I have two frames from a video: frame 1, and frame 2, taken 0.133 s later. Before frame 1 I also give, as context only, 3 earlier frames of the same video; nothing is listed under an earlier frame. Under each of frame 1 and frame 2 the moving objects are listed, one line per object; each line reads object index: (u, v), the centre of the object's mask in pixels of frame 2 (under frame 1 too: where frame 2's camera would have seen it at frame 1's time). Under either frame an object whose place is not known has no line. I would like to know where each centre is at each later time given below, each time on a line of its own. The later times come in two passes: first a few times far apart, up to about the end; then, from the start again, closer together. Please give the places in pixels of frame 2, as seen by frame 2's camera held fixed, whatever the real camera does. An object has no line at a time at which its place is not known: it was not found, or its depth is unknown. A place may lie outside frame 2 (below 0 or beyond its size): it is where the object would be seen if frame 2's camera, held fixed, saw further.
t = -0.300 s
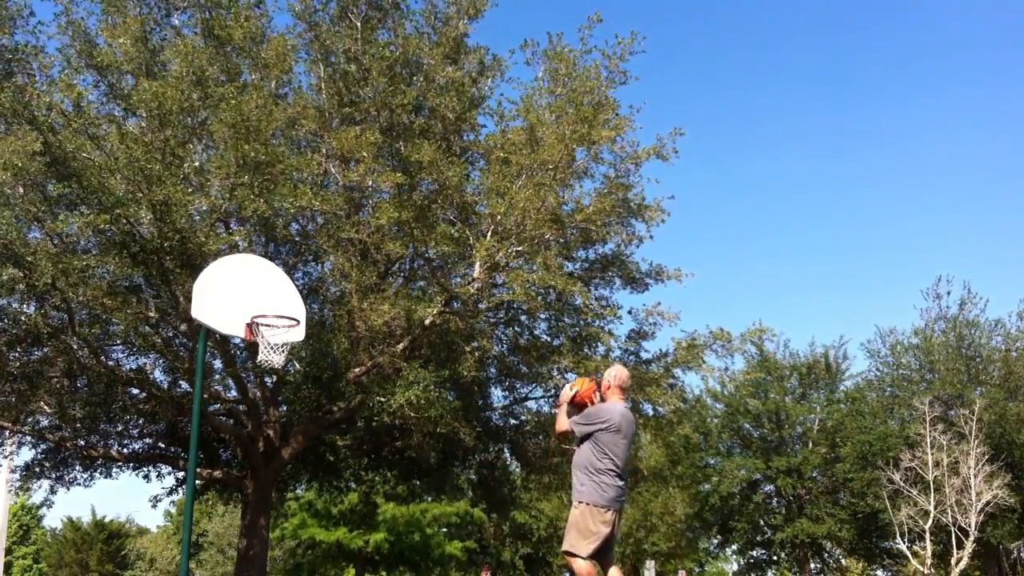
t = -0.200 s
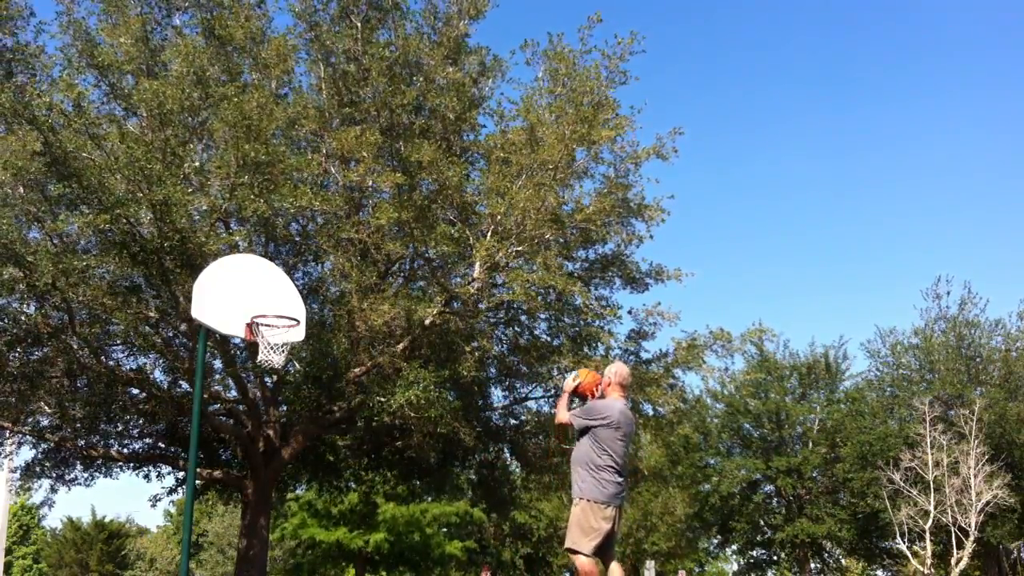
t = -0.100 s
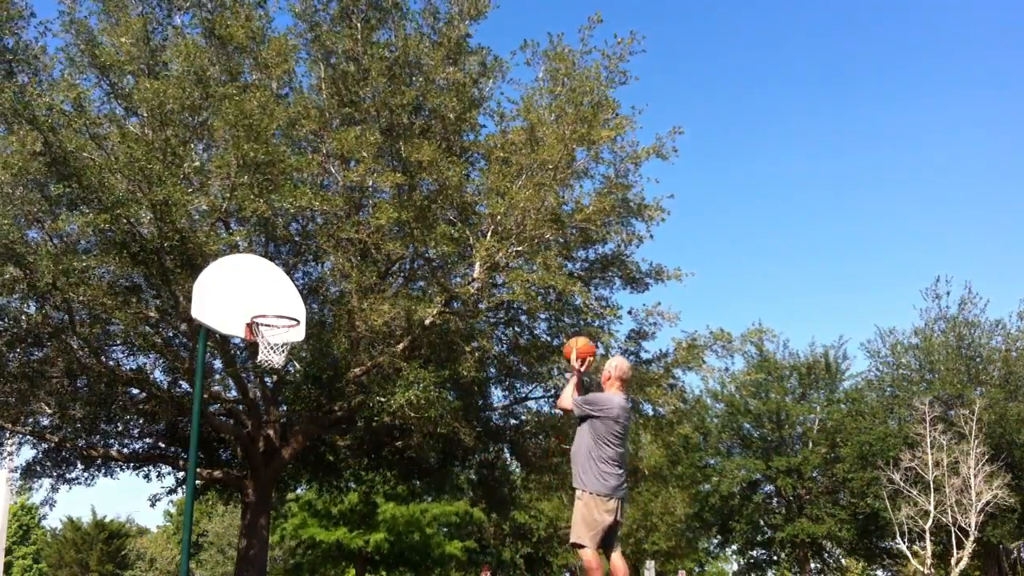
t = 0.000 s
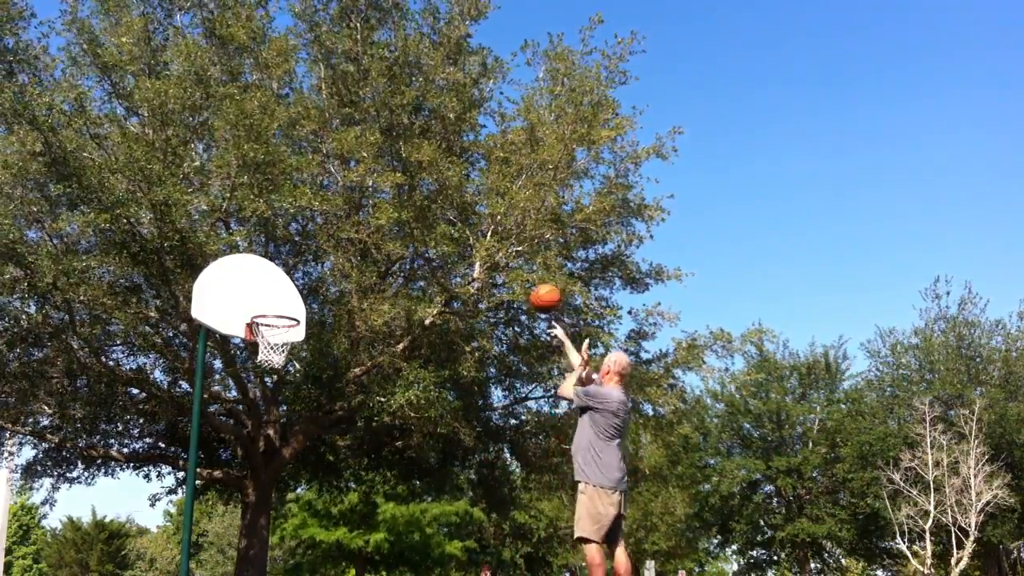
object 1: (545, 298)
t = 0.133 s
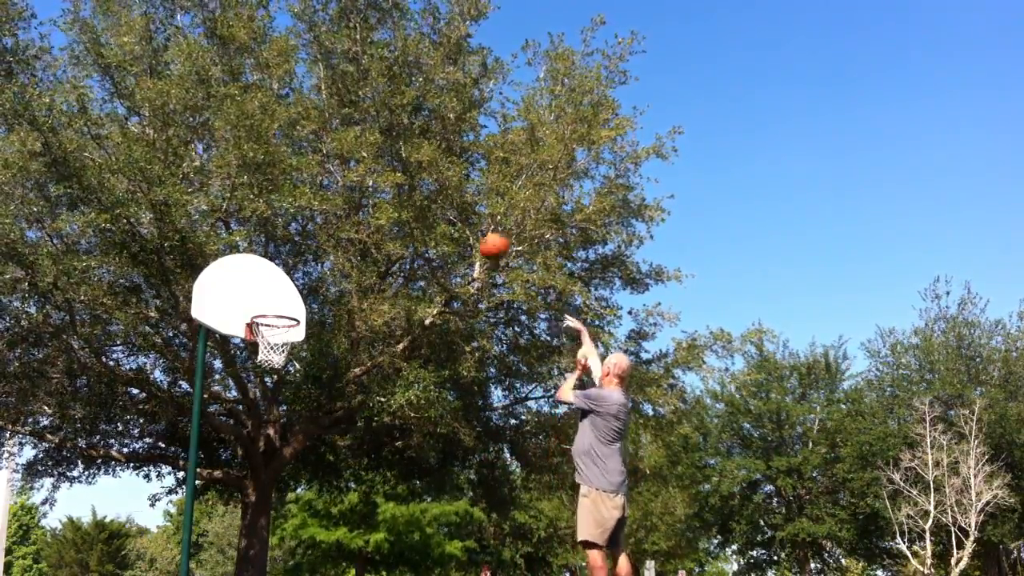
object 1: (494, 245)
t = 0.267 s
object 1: (449, 217)
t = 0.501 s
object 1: (379, 214)
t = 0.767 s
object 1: (307, 271)
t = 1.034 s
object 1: (268, 346)
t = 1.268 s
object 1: (276, 358)
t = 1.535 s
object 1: (277, 440)
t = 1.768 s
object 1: (277, 572)
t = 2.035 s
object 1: (284, 531)
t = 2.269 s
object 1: (292, 483)
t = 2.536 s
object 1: (297, 495)
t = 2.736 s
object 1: (299, 555)
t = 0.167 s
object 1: (483, 238)
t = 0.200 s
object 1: (472, 230)
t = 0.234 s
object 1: (460, 222)
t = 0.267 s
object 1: (449, 217)
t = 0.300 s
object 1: (439, 214)
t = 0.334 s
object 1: (428, 211)
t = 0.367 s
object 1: (418, 209)
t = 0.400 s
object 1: (408, 209)
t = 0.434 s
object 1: (398, 210)
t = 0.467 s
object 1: (388, 211)
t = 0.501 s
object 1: (379, 214)
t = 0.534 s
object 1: (370, 217)
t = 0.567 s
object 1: (360, 222)
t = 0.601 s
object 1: (351, 228)
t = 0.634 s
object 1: (342, 234)
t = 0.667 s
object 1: (335, 242)
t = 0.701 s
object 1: (325, 251)
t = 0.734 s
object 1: (316, 261)
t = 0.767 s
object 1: (307, 271)
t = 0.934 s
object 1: (271, 329)
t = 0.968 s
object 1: (268, 338)
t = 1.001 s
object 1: (266, 343)
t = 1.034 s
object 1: (268, 346)
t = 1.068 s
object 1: (270, 352)
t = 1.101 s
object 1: (271, 350)
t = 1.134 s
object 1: (273, 350)
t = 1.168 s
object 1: (274, 350)
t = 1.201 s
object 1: (275, 351)
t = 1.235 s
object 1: (276, 354)
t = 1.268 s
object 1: (276, 358)
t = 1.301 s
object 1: (277, 366)
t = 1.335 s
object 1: (277, 372)
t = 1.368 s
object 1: (277, 382)
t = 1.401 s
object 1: (277, 390)
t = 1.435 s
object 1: (278, 400)
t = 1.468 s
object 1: (277, 413)
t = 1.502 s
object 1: (278, 426)
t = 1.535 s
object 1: (277, 440)
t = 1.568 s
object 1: (278, 456)
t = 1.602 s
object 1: (278, 474)
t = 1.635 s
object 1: (277, 492)
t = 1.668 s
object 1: (277, 512)
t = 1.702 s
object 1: (277, 534)
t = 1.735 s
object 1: (276, 557)
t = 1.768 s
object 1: (277, 572)
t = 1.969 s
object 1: (281, 556)
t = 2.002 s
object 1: (283, 544)
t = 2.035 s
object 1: (284, 531)
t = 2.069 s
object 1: (285, 521)
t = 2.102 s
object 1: (287, 512)
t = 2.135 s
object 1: (288, 503)
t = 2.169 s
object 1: (289, 496)
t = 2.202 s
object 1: (290, 490)
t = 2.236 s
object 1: (291, 486)
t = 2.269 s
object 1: (292, 483)
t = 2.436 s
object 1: (295, 482)
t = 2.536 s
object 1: (297, 495)
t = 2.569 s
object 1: (296, 501)
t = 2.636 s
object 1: (298, 520)
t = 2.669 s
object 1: (298, 530)
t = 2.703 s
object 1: (300, 542)
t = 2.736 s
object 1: (299, 555)
